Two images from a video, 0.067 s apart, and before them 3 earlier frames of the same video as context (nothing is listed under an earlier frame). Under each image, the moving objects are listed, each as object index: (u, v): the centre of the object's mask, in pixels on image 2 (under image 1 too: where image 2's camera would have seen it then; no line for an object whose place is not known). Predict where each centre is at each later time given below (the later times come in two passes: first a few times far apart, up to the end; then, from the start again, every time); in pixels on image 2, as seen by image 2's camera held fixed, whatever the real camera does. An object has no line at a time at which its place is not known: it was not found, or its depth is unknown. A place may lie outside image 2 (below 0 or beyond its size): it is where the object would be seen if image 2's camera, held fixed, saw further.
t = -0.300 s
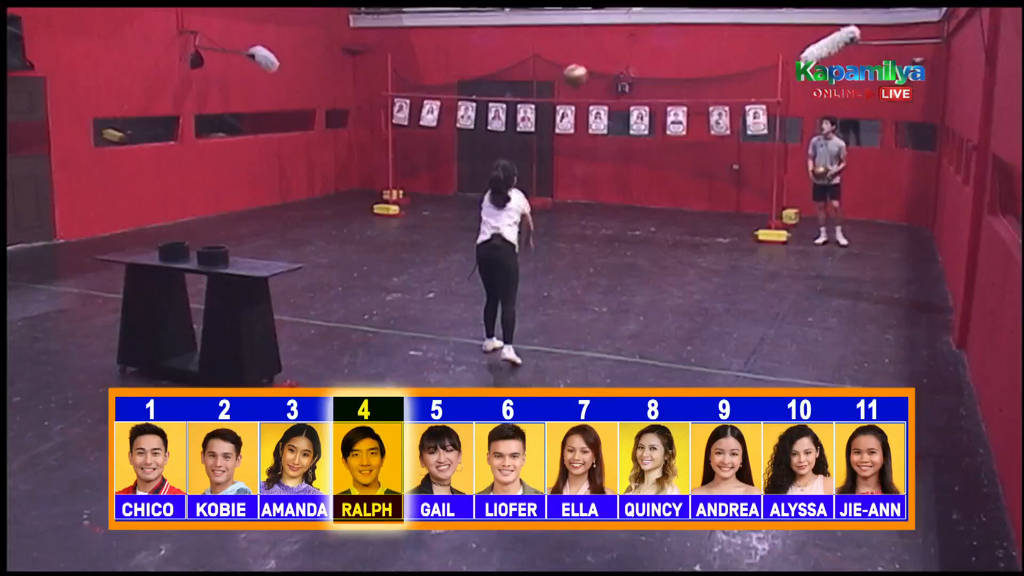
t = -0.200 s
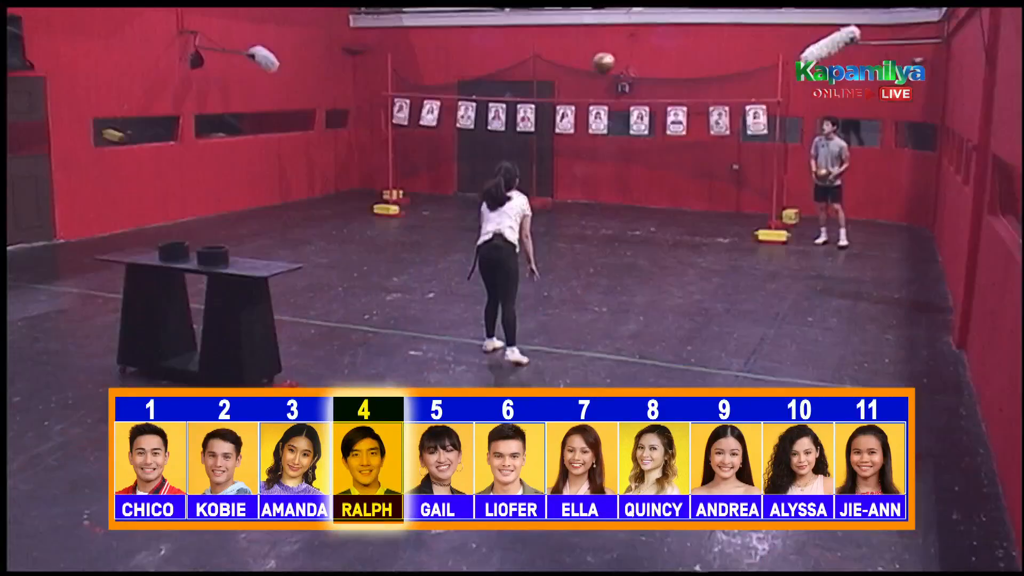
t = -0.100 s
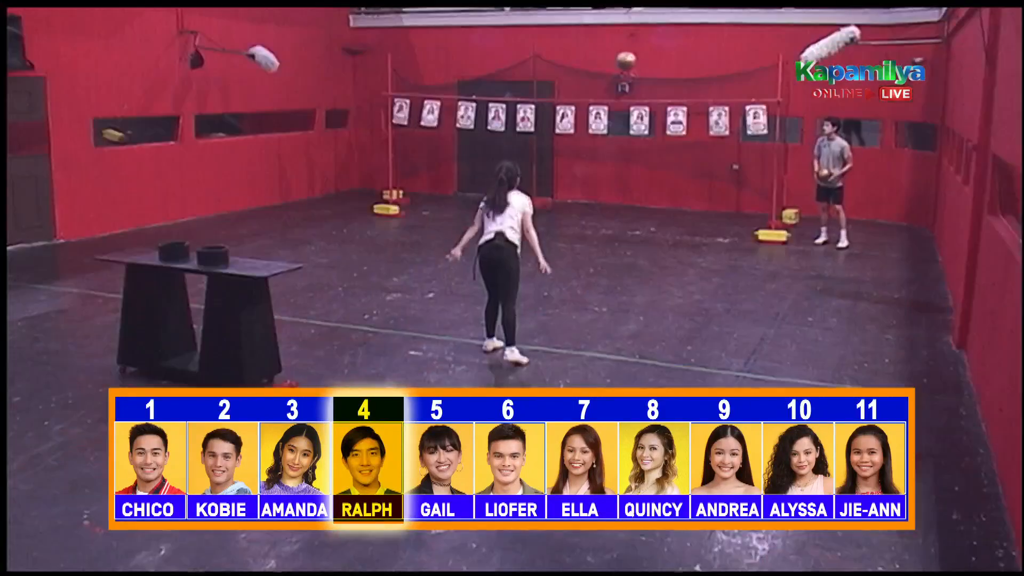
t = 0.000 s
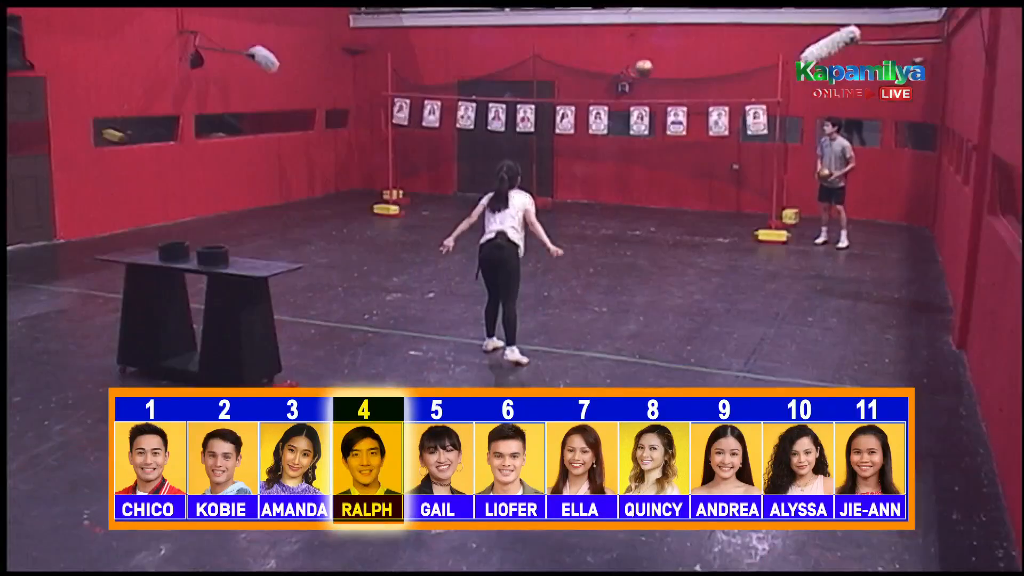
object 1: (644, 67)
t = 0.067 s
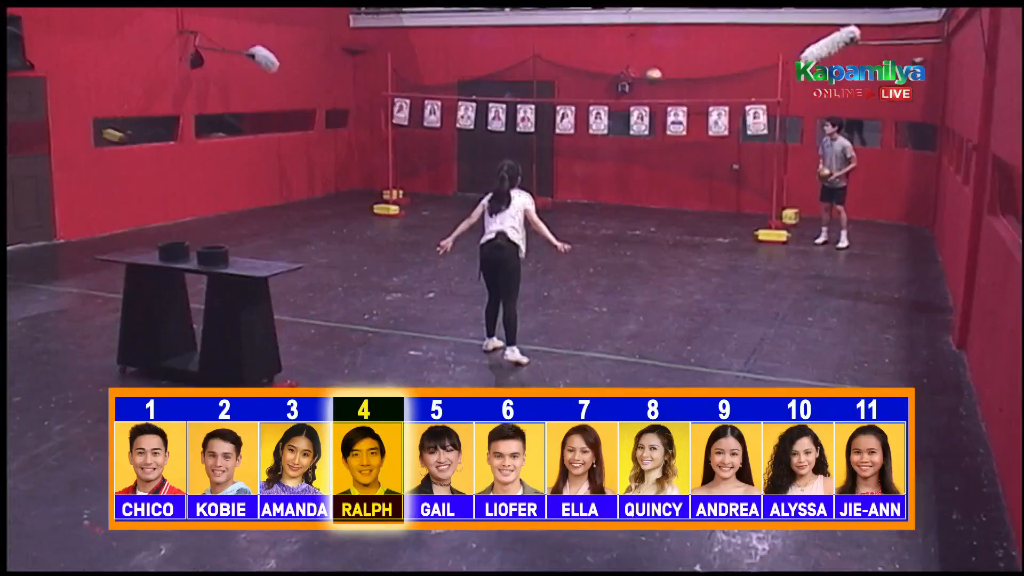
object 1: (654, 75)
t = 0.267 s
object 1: (675, 111)
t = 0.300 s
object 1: (675, 113)
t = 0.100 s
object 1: (658, 81)
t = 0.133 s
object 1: (663, 86)
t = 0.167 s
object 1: (666, 94)
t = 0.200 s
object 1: (670, 100)
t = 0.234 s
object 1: (673, 108)
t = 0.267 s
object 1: (675, 111)
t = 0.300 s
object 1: (675, 113)
